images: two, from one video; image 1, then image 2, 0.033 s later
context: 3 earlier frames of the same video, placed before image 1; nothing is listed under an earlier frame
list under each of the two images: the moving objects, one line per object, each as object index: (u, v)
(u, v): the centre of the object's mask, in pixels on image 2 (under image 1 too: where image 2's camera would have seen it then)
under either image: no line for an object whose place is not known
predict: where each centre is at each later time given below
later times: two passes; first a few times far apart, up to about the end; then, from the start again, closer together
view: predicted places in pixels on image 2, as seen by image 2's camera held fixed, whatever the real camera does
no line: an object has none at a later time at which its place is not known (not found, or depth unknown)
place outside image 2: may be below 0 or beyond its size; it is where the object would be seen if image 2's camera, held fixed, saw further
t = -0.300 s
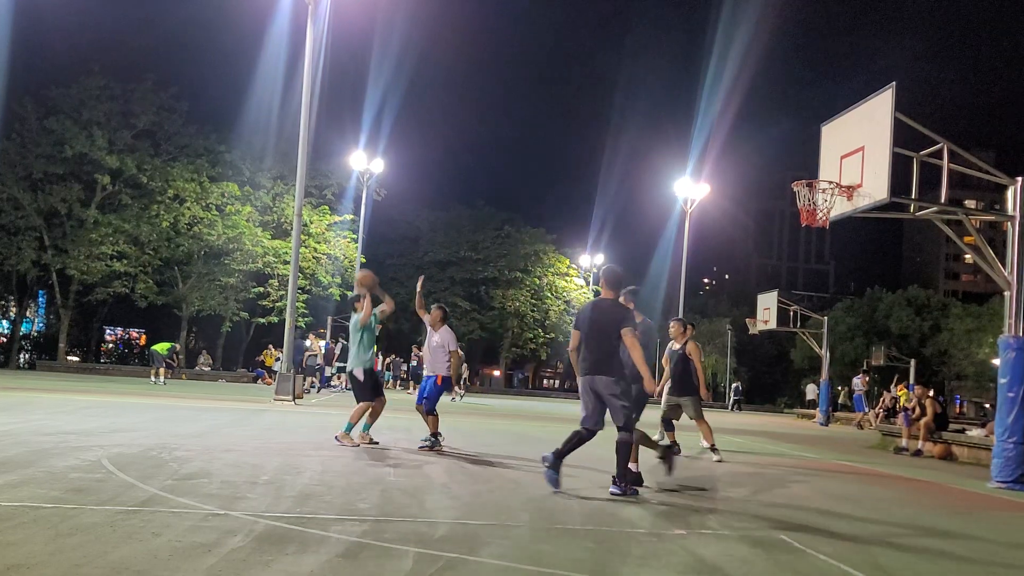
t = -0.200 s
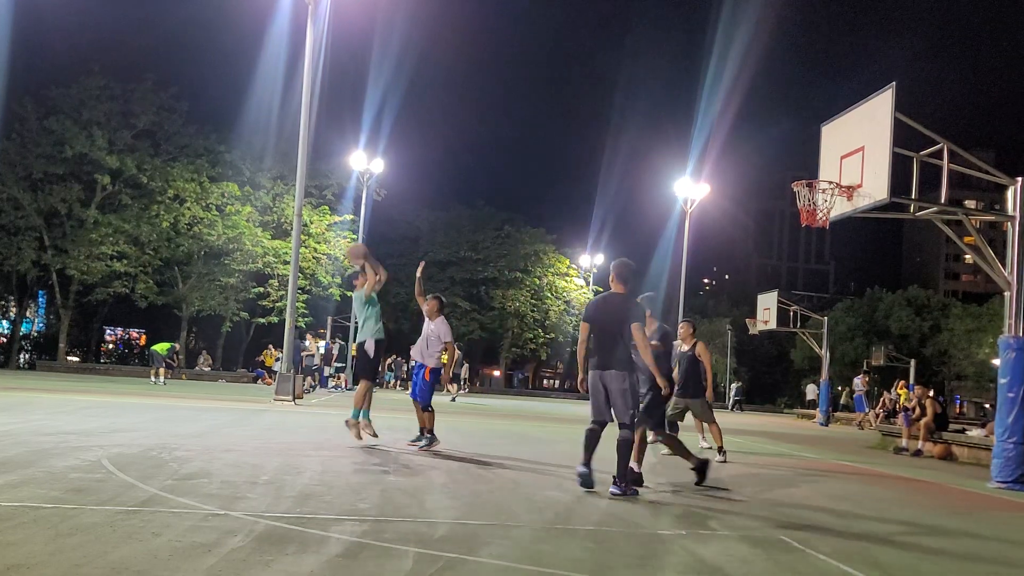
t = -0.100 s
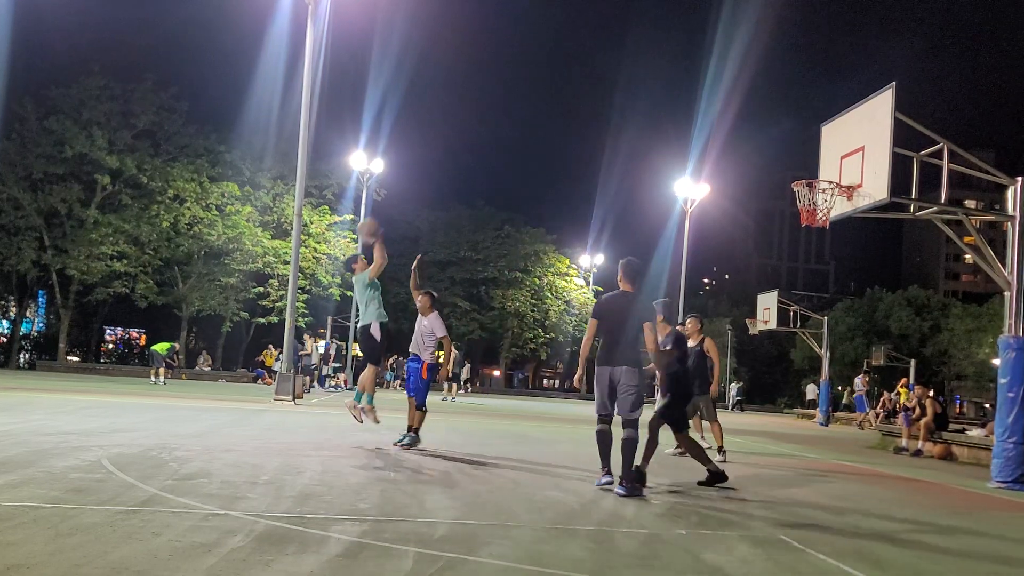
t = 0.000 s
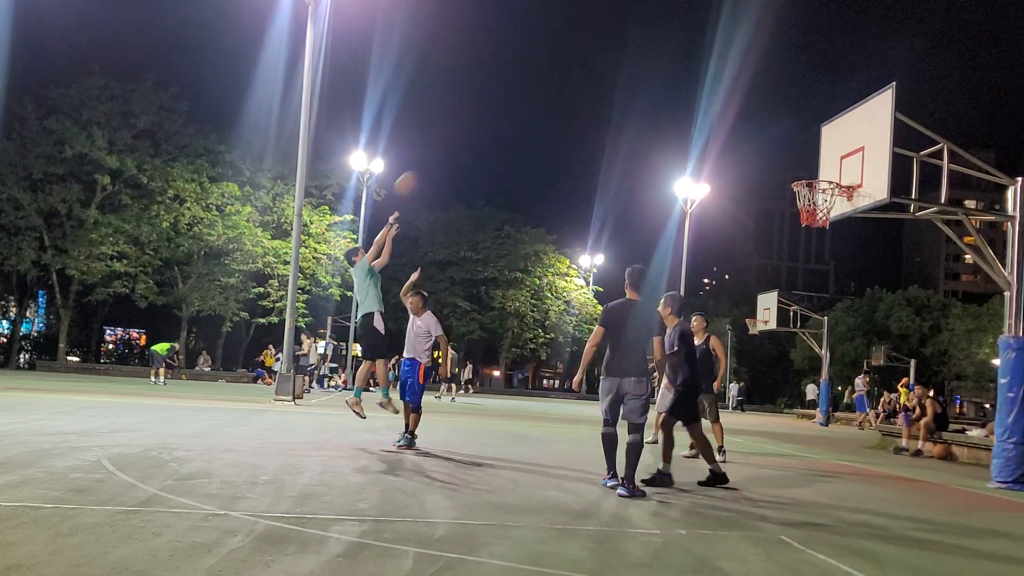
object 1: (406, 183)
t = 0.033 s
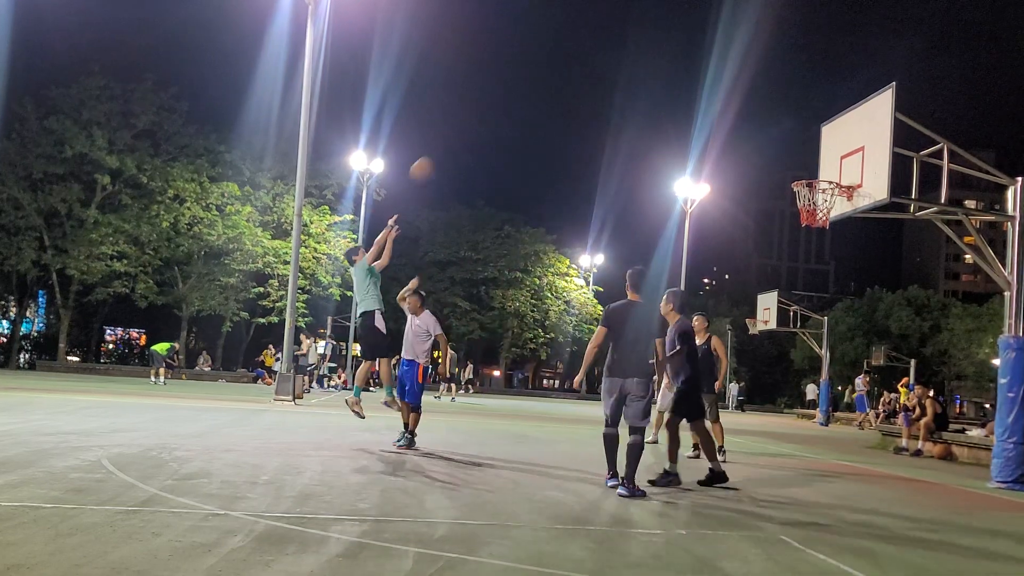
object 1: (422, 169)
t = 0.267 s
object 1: (526, 98)
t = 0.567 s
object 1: (655, 76)
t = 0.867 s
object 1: (779, 133)
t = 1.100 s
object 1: (811, 186)
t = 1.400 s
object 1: (820, 213)
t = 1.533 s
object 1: (824, 239)
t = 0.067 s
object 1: (437, 157)
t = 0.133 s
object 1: (467, 133)
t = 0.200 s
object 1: (496, 113)
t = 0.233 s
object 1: (512, 105)
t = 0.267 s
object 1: (526, 98)
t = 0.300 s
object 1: (541, 92)
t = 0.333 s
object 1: (555, 86)
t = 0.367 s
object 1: (569, 82)
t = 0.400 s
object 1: (584, 78)
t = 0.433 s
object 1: (598, 76)
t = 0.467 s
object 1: (613, 75)
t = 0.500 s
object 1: (626, 74)
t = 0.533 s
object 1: (641, 75)
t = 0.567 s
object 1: (655, 76)
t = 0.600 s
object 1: (669, 78)
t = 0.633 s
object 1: (683, 82)
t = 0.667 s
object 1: (695, 86)
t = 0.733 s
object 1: (724, 98)
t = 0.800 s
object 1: (752, 114)
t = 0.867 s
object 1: (779, 133)
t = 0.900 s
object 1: (792, 145)
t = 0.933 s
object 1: (805, 158)
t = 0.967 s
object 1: (817, 169)
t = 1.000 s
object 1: (825, 181)
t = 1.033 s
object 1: (816, 184)
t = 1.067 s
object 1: (810, 186)
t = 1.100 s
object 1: (811, 186)
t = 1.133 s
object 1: (812, 188)
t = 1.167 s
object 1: (809, 191)
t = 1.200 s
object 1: (811, 191)
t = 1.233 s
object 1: (810, 194)
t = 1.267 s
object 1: (814, 194)
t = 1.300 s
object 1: (817, 196)
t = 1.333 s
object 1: (818, 207)
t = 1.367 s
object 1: (820, 210)
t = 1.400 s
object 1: (820, 213)
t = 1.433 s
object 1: (821, 219)
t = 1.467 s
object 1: (823, 225)
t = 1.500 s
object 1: (824, 232)
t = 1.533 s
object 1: (824, 239)
